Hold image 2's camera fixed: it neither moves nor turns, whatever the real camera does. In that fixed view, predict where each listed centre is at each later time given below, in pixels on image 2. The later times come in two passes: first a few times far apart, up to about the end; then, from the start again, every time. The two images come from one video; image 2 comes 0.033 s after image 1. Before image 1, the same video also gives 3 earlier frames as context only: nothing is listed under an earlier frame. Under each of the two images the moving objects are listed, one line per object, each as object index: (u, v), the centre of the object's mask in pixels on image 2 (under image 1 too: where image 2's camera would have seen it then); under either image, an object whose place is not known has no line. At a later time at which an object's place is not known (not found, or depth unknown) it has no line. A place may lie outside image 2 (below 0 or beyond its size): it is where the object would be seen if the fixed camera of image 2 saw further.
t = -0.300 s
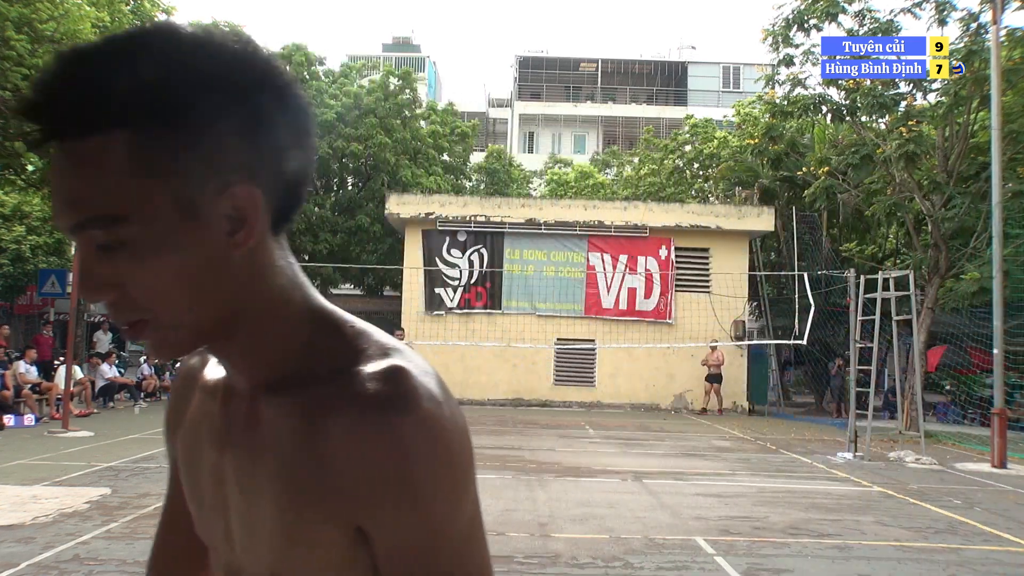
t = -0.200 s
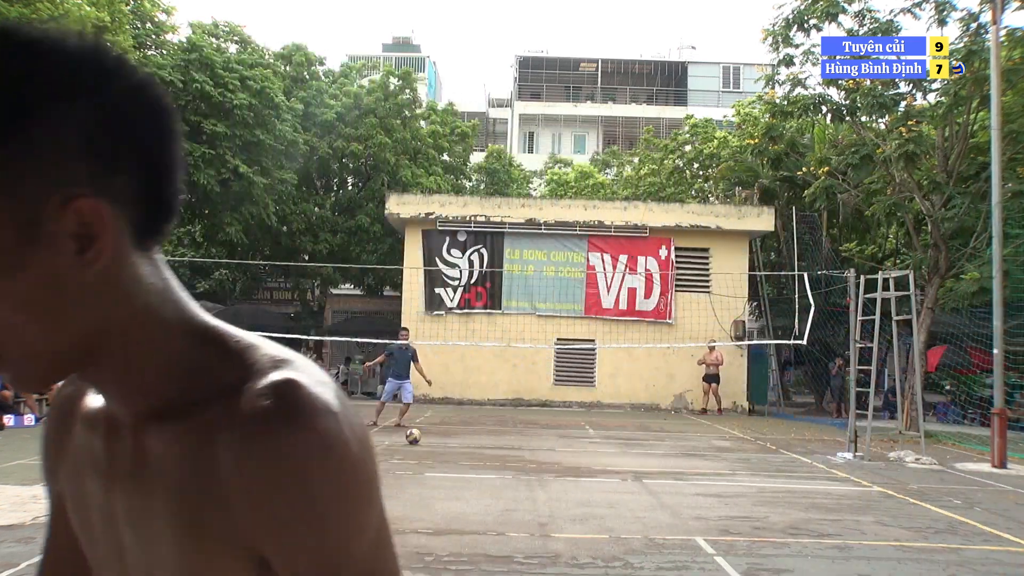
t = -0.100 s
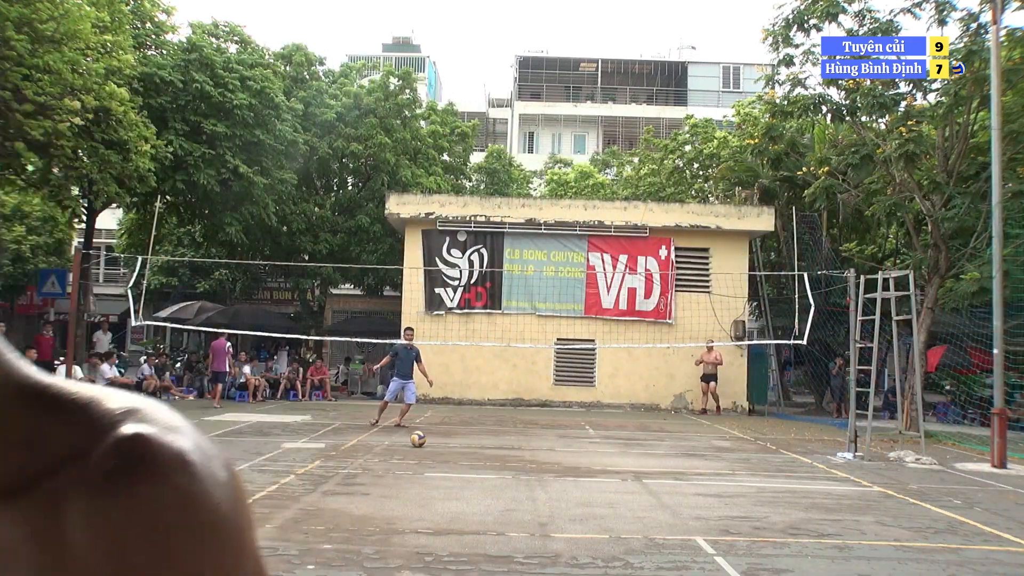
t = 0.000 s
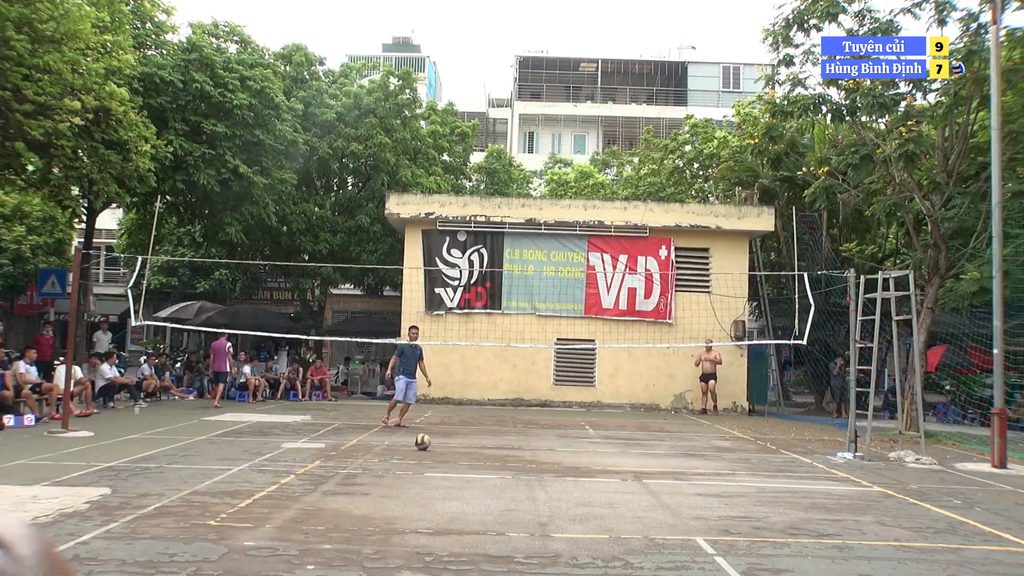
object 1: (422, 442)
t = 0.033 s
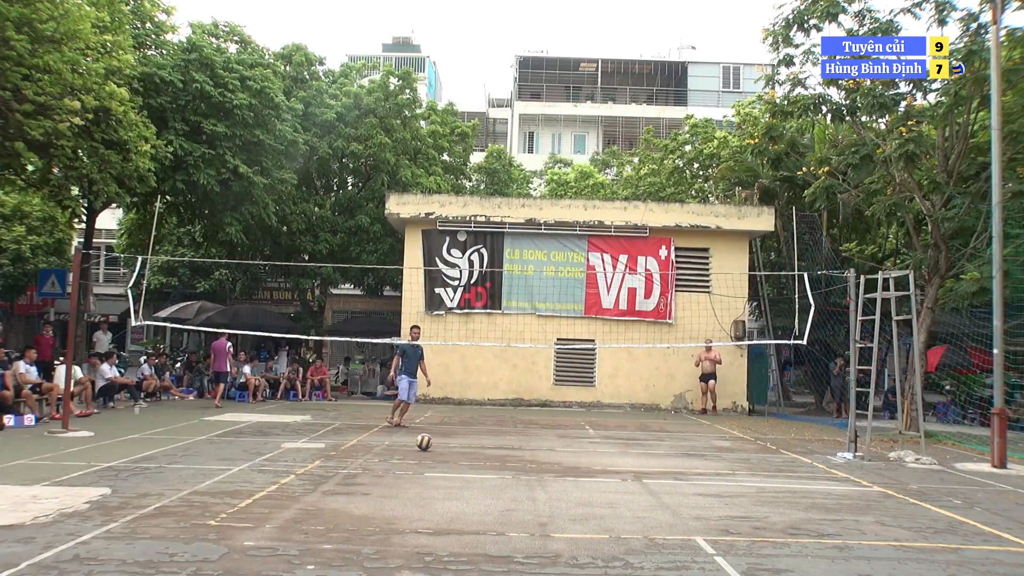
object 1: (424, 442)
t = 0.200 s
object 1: (433, 446)
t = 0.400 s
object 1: (444, 451)
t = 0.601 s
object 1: (457, 457)
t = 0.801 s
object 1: (472, 464)
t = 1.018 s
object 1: (490, 473)
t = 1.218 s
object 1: (509, 482)
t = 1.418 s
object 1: (529, 490)
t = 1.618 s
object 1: (553, 500)
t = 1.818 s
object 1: (579, 512)
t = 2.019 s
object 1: (609, 524)
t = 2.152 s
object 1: (631, 533)
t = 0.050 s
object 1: (425, 443)
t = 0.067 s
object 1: (426, 443)
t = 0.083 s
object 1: (427, 444)
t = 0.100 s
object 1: (428, 444)
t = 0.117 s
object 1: (429, 444)
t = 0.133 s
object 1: (429, 444)
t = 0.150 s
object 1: (430, 444)
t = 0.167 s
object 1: (431, 444)
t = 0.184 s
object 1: (432, 444)
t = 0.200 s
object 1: (433, 446)
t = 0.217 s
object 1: (433, 447)
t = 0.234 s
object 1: (434, 448)
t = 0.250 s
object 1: (435, 448)
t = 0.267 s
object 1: (436, 448)
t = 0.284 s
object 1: (437, 448)
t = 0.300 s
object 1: (438, 448)
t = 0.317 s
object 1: (439, 449)
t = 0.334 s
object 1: (441, 450)
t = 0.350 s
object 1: (441, 450)
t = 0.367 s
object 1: (442, 451)
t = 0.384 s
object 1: (443, 451)
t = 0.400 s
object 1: (444, 451)
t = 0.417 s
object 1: (445, 451)
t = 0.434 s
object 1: (446, 451)
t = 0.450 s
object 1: (447, 451)
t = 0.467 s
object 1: (448, 451)
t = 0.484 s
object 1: (450, 452)
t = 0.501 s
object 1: (451, 453)
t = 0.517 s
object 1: (452, 454)
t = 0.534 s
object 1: (453, 455)
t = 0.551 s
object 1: (454, 457)
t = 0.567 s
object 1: (455, 456)
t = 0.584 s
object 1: (456, 456)
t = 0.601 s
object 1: (457, 457)
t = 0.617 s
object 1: (458, 457)
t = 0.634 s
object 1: (459, 458)
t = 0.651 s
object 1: (461, 459)
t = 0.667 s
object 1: (462, 460)
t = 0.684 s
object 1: (463, 462)
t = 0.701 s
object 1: (464, 461)
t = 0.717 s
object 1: (466, 461)
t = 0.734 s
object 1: (467, 462)
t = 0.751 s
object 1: (468, 462)
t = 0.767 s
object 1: (469, 462)
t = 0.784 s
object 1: (470, 463)
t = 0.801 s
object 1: (472, 464)
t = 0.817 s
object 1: (473, 466)
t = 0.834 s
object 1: (474, 466)
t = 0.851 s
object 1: (476, 466)
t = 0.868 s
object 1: (477, 467)
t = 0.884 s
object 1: (479, 467)
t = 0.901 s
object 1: (480, 468)
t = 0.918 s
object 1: (481, 469)
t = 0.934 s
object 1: (483, 471)
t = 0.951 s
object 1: (484, 471)
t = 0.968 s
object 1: (485, 471)
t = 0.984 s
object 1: (487, 472)
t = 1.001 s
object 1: (488, 472)
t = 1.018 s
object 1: (490, 473)
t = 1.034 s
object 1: (491, 474)
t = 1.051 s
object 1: (493, 475)
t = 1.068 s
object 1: (494, 475)
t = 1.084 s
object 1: (496, 476)
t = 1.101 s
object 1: (498, 476)
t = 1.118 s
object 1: (499, 477)
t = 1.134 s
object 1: (501, 479)
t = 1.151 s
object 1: (502, 479)
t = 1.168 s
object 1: (504, 479)
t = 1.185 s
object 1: (505, 480)
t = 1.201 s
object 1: (507, 481)
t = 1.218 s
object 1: (509, 482)
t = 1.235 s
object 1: (510, 482)
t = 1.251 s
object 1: (512, 483)
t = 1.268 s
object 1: (514, 483)
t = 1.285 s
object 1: (515, 484)
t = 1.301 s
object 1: (517, 485)
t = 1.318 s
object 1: (519, 486)
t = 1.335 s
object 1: (521, 486)
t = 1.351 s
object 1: (522, 487)
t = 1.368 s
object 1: (524, 488)
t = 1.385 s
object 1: (526, 489)
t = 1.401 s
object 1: (528, 489)
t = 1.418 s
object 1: (529, 490)
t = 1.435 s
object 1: (531, 491)
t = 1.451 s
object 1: (533, 492)
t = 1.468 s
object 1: (535, 493)
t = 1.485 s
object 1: (537, 493)
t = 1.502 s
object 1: (539, 494)
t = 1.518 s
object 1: (540, 495)
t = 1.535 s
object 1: (542, 497)
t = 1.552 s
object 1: (544, 497)
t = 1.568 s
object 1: (546, 498)
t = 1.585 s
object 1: (549, 499)
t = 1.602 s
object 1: (551, 500)
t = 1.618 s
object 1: (553, 500)
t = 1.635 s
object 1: (555, 501)
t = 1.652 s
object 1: (557, 502)
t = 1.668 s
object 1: (559, 504)
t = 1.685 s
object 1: (561, 504)
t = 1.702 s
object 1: (563, 505)
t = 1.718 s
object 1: (565, 506)
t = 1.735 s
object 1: (568, 507)
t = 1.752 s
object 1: (569, 508)
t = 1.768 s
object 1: (572, 509)
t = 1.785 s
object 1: (574, 510)
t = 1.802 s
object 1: (577, 511)
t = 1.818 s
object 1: (579, 512)
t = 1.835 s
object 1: (582, 512)
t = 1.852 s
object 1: (584, 513)
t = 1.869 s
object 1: (586, 515)
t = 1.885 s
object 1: (589, 516)
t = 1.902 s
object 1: (591, 517)
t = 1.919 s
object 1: (593, 518)
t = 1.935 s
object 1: (596, 519)
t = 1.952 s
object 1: (598, 520)
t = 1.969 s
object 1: (601, 520)
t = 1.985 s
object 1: (604, 522)
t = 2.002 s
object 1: (606, 523)
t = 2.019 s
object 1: (609, 524)
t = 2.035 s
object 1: (611, 525)
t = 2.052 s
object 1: (614, 526)
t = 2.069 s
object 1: (617, 528)
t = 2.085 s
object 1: (620, 529)
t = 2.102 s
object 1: (623, 529)
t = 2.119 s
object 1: (625, 531)
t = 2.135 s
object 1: (628, 532)
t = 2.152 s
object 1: (631, 533)
